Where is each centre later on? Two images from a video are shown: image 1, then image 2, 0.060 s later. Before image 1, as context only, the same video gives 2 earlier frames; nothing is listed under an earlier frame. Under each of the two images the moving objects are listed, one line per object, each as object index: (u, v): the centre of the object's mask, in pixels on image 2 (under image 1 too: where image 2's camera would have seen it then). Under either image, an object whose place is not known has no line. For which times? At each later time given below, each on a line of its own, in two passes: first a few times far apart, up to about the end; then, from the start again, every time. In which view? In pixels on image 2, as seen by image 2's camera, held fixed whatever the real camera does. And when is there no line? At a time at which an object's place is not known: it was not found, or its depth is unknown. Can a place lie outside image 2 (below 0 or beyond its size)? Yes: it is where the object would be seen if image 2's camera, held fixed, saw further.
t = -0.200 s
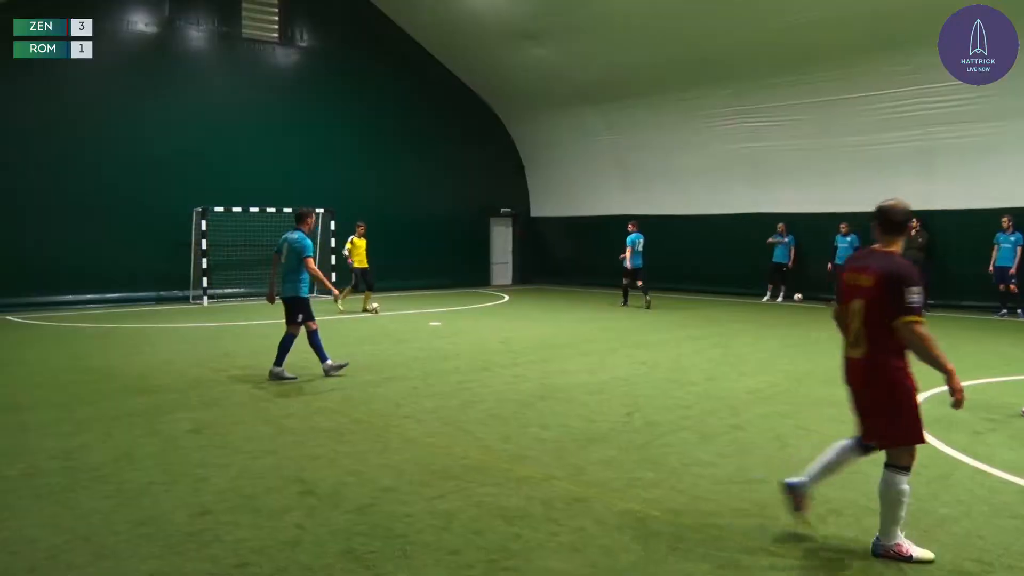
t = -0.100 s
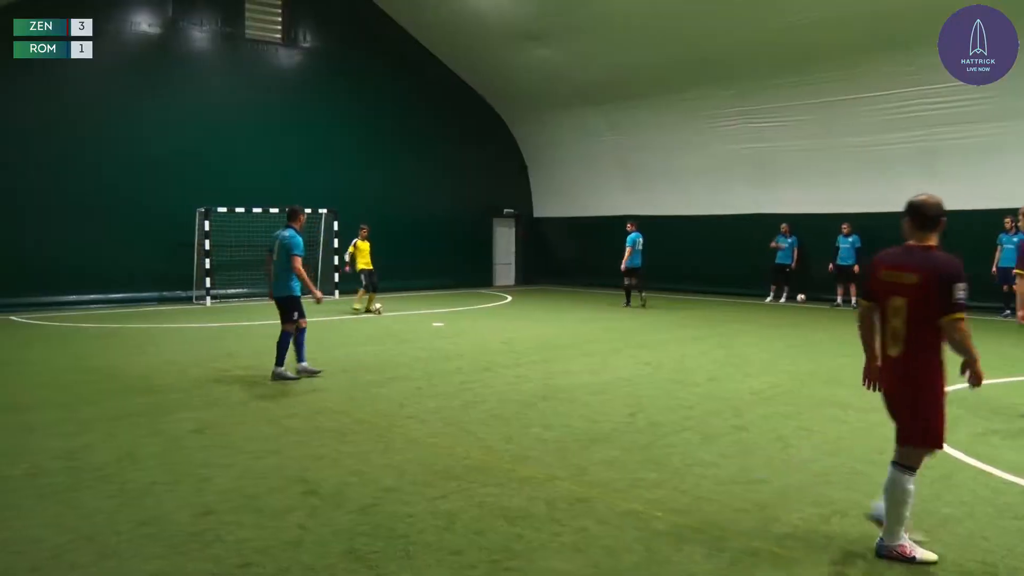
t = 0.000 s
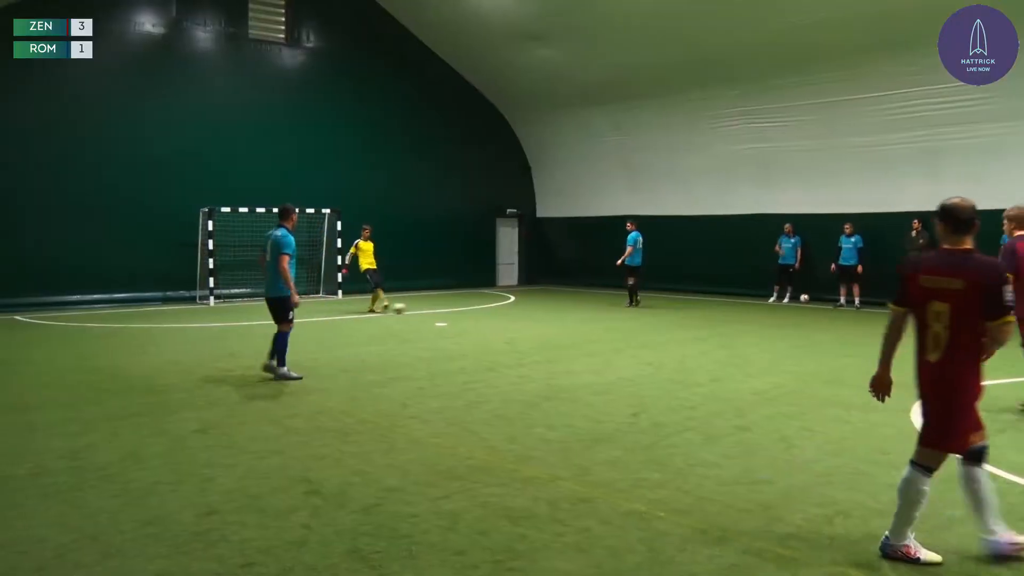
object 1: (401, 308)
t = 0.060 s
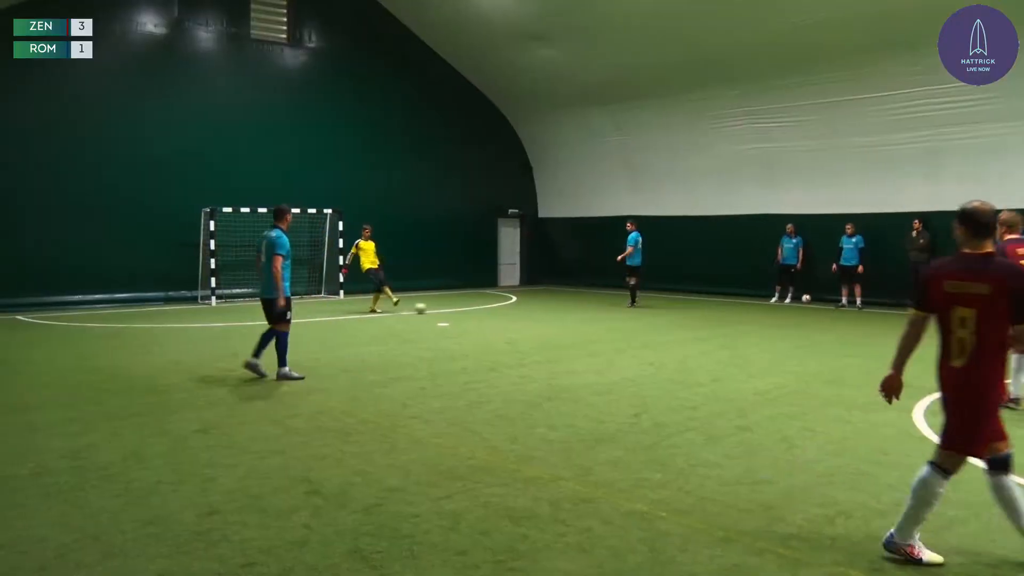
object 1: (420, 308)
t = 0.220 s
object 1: (467, 308)
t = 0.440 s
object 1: (519, 306)
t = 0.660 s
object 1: (563, 305)
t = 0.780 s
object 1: (587, 305)
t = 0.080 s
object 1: (426, 308)
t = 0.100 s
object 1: (432, 308)
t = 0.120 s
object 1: (438, 308)
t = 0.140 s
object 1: (445, 308)
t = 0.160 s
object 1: (450, 308)
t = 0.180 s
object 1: (455, 308)
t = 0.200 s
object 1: (462, 308)
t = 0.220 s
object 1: (467, 308)
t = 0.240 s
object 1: (472, 308)
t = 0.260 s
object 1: (478, 307)
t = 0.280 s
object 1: (482, 307)
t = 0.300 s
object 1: (488, 307)
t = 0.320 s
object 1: (492, 307)
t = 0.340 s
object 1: (497, 307)
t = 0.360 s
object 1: (502, 307)
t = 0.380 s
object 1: (506, 307)
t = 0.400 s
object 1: (512, 307)
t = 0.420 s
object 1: (515, 306)
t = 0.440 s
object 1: (519, 306)
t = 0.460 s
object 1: (523, 306)
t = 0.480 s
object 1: (527, 306)
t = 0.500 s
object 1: (531, 306)
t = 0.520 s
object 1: (536, 306)
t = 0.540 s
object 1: (540, 306)
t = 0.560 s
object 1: (544, 306)
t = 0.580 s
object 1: (547, 306)
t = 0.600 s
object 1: (551, 305)
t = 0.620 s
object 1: (555, 306)
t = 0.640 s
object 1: (559, 306)
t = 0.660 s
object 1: (563, 305)
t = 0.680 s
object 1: (567, 306)
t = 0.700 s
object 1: (571, 305)
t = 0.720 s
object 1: (575, 305)
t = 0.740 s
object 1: (578, 305)
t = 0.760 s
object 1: (583, 305)
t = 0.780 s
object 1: (587, 305)
